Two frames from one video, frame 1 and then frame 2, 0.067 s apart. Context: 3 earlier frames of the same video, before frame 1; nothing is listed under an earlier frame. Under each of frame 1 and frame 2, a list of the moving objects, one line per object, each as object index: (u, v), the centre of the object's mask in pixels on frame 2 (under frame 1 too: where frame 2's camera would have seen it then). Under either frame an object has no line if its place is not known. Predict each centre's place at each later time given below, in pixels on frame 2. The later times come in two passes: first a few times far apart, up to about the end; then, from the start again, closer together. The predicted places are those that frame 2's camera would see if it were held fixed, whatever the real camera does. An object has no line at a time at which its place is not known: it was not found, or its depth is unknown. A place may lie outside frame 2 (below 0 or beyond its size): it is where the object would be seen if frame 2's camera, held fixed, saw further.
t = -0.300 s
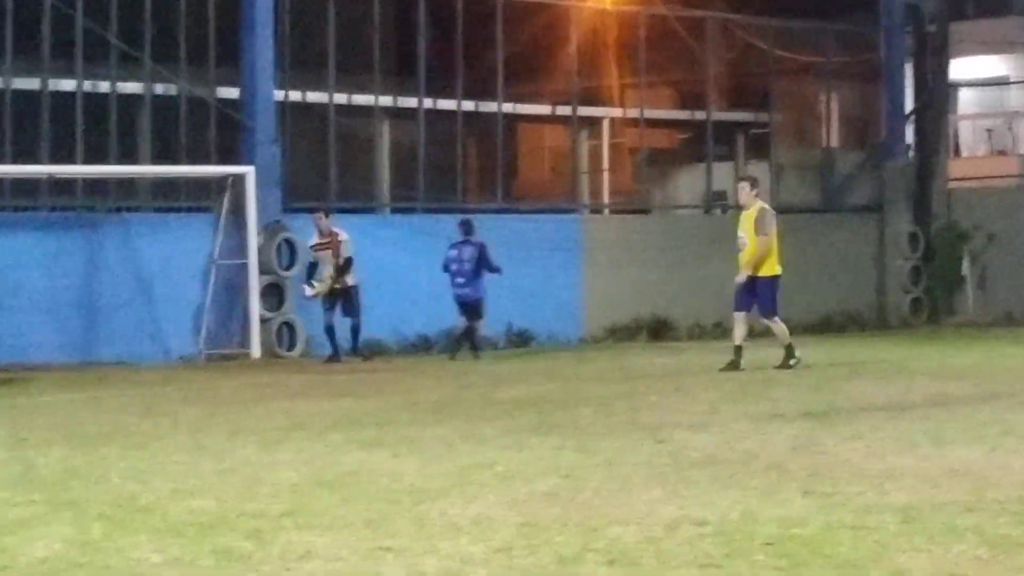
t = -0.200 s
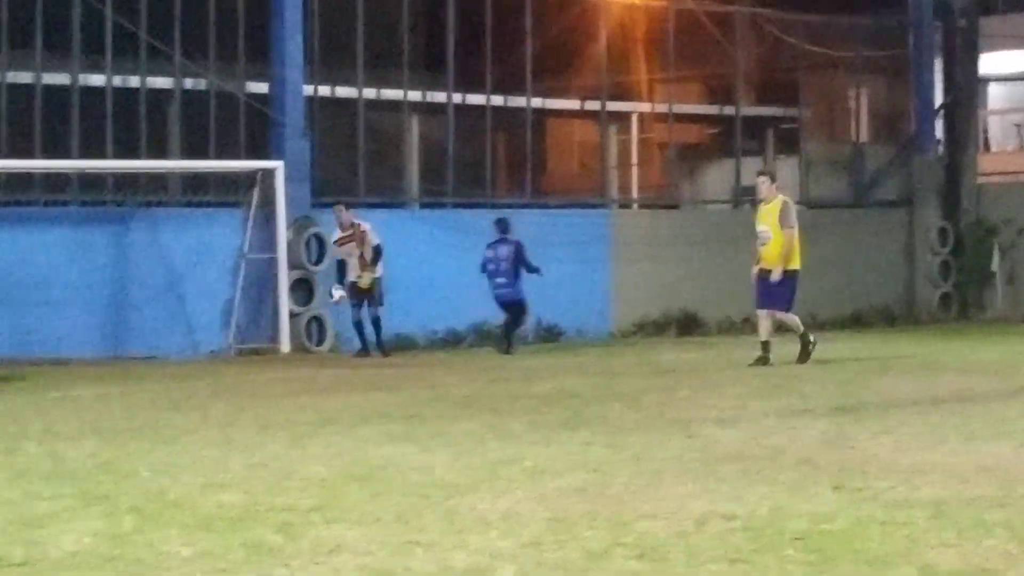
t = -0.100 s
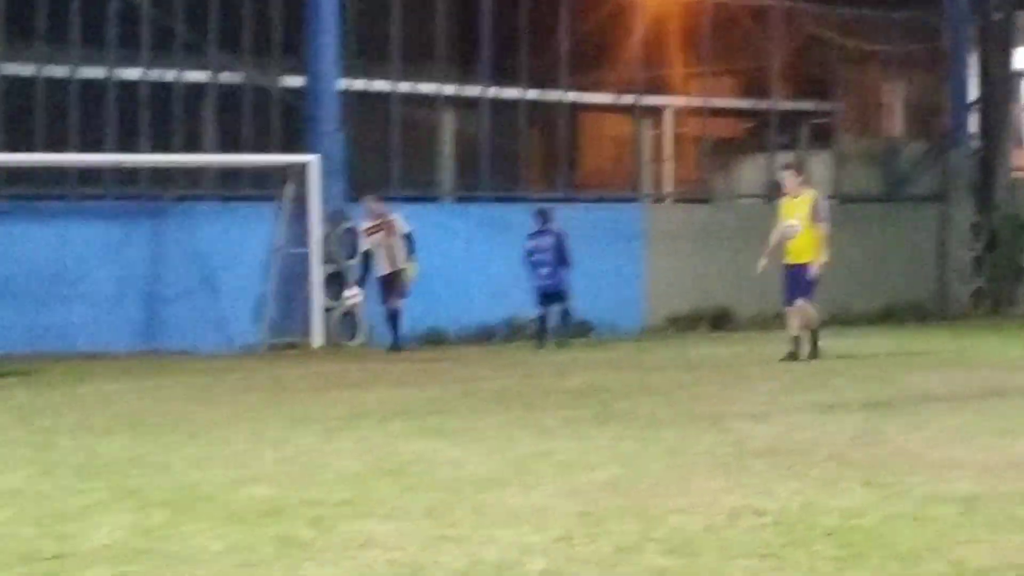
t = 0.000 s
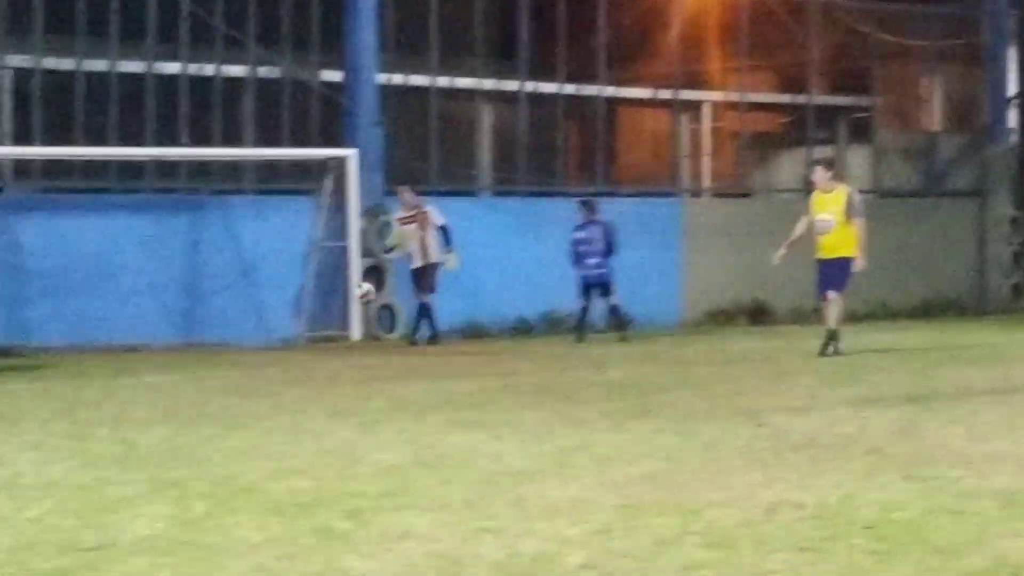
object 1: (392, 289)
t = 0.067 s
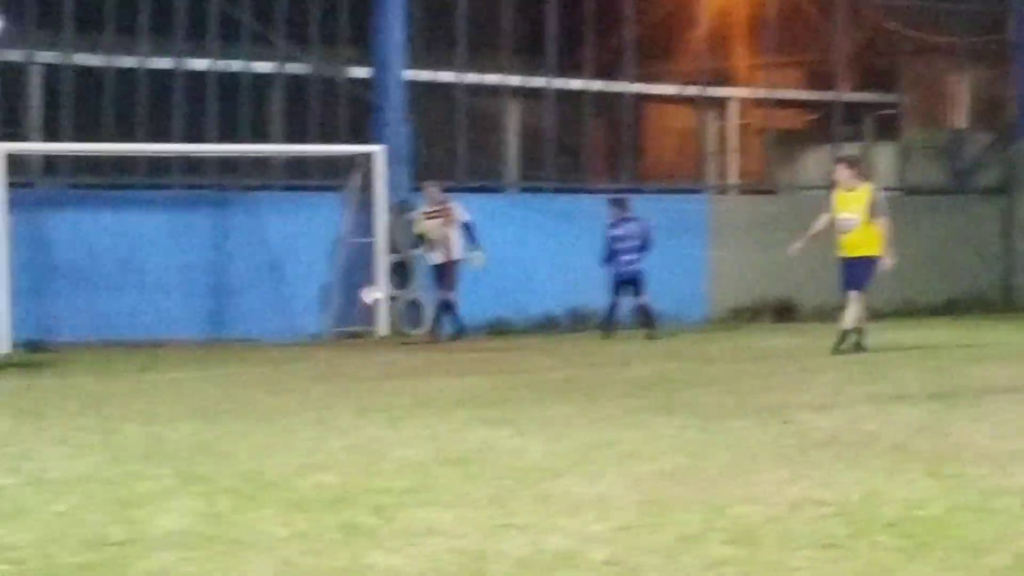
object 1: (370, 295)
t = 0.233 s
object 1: (324, 335)
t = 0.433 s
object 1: (285, 316)
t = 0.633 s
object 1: (243, 324)
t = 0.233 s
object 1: (324, 335)
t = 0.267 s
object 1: (315, 342)
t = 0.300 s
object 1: (310, 334)
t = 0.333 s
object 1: (304, 328)
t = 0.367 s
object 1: (299, 322)
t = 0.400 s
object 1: (293, 319)
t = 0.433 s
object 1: (285, 316)
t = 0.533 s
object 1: (265, 315)
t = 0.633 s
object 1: (243, 324)
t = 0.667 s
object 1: (235, 330)
